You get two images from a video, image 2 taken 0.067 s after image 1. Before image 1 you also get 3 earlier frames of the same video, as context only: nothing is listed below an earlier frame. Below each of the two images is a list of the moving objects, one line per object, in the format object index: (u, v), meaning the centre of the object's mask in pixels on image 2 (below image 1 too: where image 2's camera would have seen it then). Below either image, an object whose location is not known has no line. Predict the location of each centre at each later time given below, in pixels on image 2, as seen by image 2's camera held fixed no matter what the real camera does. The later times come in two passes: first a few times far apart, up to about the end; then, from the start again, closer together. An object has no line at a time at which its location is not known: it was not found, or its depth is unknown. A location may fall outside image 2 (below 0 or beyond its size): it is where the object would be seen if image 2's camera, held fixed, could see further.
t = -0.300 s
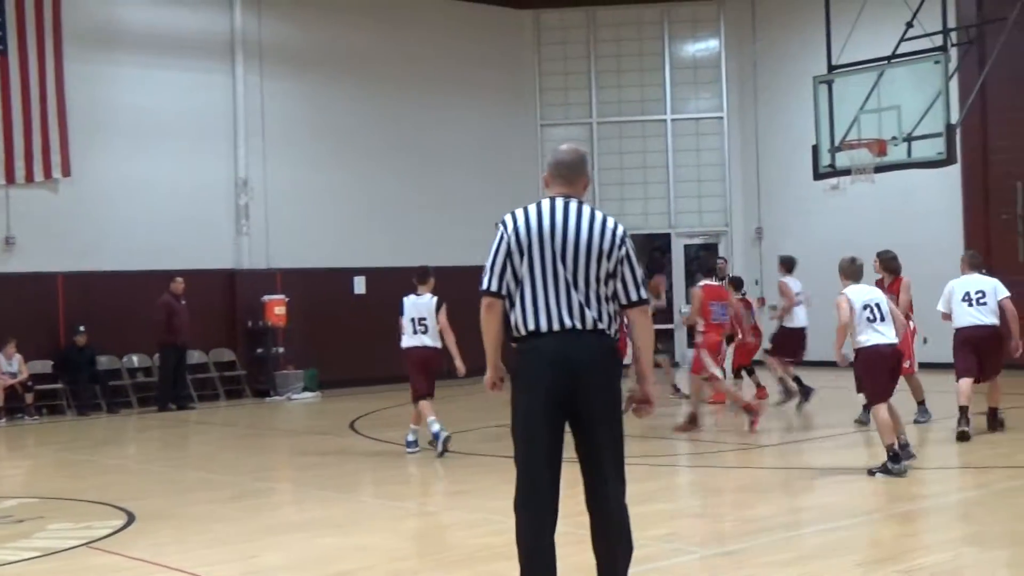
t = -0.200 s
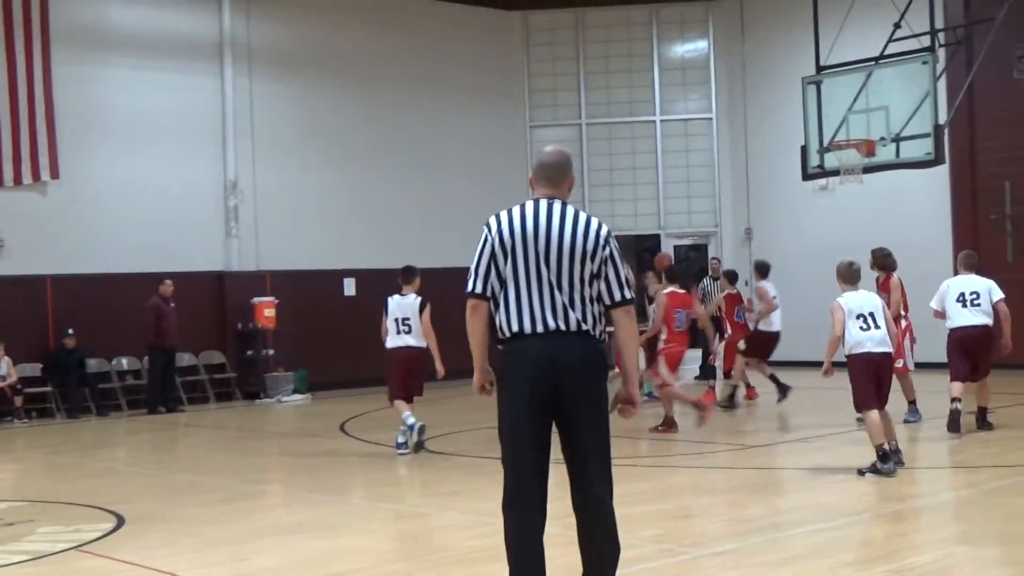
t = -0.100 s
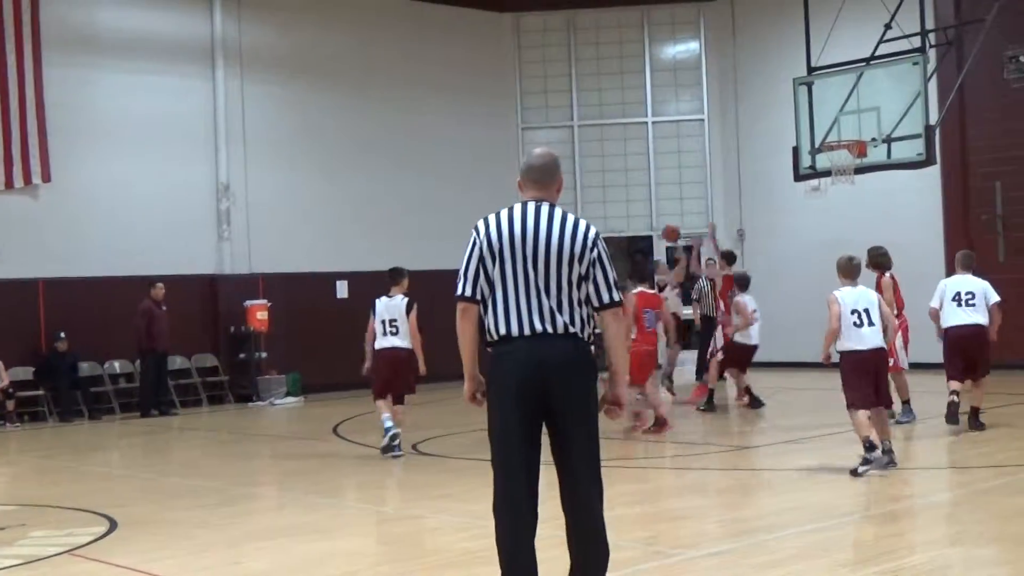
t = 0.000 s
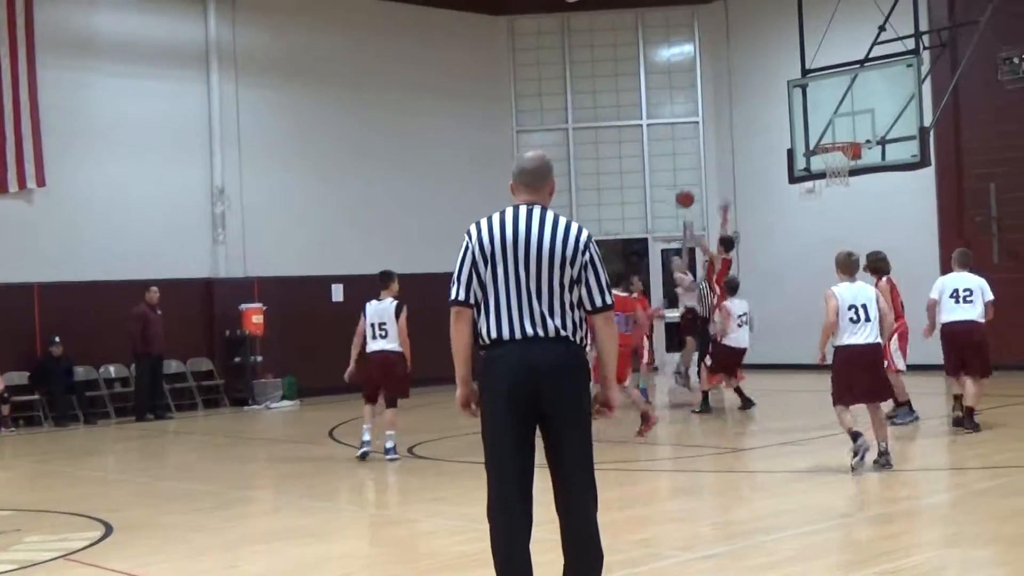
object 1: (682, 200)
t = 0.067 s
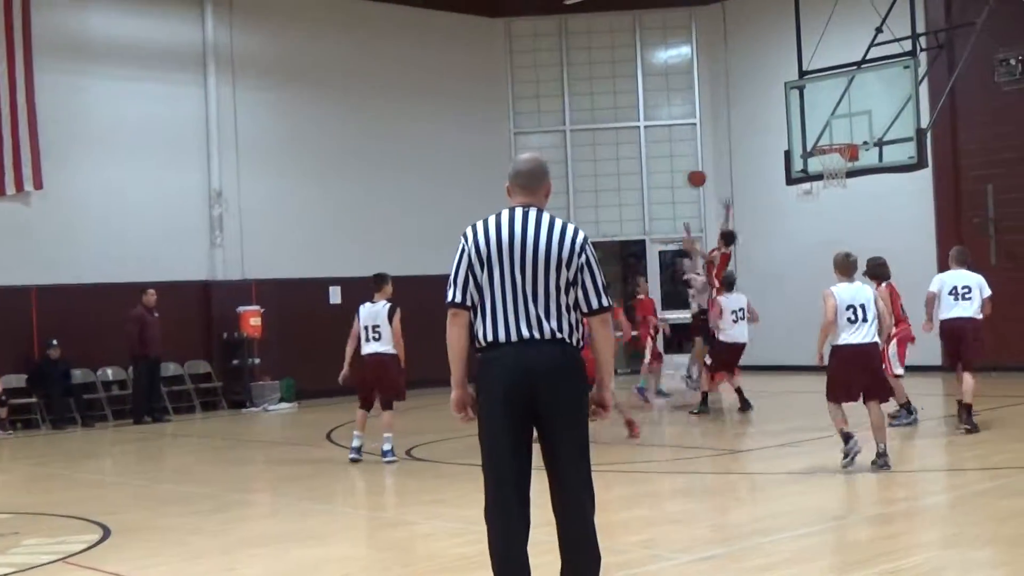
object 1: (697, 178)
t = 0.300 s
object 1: (749, 125)
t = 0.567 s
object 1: (814, 114)
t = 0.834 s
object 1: (875, 127)
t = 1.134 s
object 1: (910, 148)
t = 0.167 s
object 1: (718, 150)
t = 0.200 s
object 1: (726, 143)
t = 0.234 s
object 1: (733, 136)
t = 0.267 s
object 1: (741, 130)
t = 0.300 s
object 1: (749, 125)
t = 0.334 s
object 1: (756, 120)
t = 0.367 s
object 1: (764, 117)
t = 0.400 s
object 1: (772, 114)
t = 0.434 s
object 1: (780, 112)
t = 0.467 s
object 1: (789, 112)
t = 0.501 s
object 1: (796, 112)
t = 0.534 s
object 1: (805, 113)
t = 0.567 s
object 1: (814, 114)
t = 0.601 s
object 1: (823, 117)
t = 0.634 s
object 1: (831, 120)
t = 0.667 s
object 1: (840, 125)
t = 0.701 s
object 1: (849, 131)
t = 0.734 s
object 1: (856, 133)
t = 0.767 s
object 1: (862, 130)
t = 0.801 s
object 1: (869, 128)
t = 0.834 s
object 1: (875, 127)
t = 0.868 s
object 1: (881, 127)
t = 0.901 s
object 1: (888, 127)
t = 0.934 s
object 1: (894, 129)
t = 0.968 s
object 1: (901, 130)
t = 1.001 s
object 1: (907, 135)
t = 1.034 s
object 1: (909, 137)
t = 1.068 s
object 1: (909, 140)
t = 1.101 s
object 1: (909, 143)
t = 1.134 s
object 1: (910, 148)
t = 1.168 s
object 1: (910, 154)
